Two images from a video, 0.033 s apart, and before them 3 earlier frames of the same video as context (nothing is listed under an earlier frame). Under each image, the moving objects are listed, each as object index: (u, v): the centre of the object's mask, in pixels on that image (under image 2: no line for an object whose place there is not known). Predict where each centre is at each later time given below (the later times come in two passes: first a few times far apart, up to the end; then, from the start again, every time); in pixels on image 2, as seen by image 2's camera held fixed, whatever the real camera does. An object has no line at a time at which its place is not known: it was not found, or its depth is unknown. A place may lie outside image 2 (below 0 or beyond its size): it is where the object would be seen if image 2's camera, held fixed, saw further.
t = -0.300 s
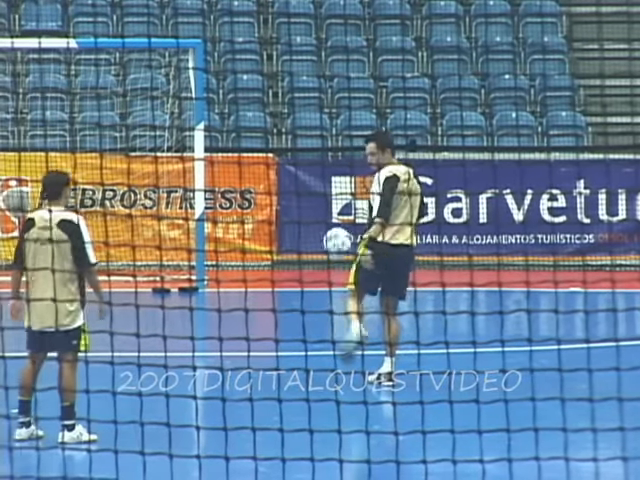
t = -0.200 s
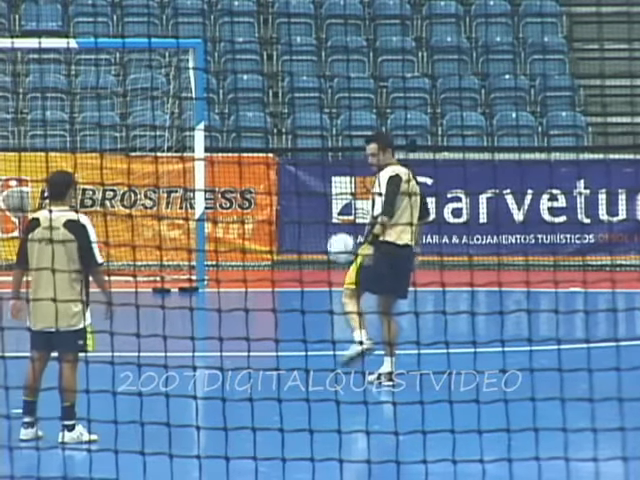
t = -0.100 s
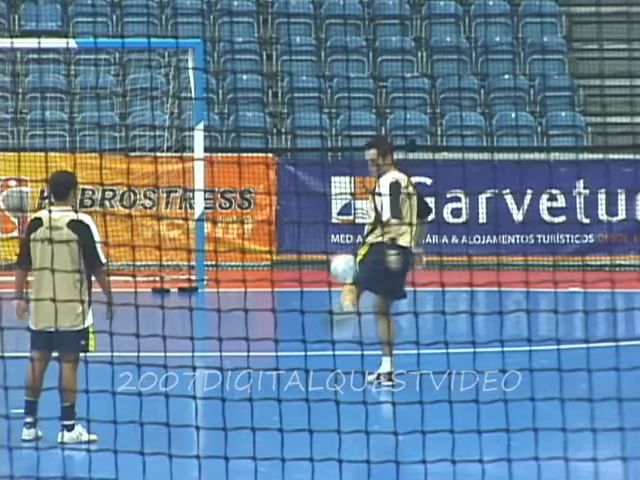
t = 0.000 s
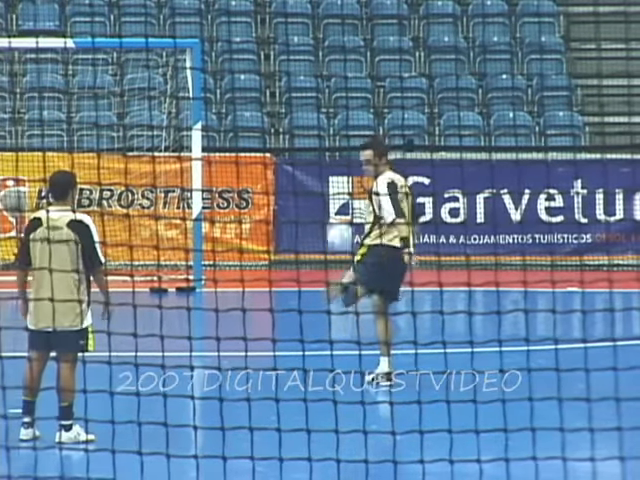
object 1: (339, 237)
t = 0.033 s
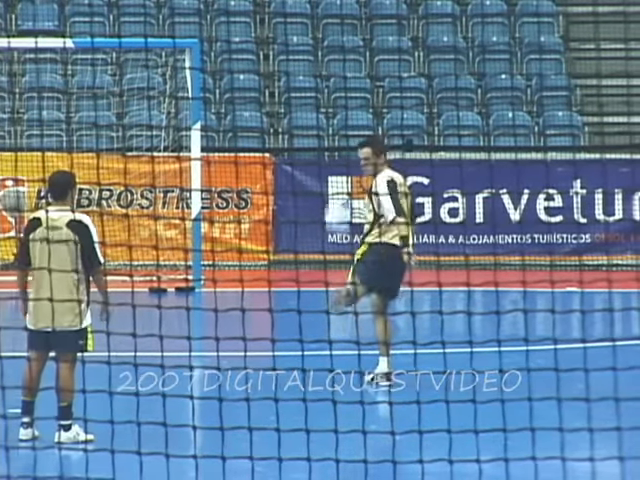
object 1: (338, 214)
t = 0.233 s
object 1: (331, 148)
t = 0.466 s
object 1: (323, 134)
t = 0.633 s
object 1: (316, 172)
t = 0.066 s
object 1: (337, 204)
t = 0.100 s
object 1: (334, 184)
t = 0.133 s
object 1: (334, 176)
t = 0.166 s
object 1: (333, 163)
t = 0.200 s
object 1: (332, 153)
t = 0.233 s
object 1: (331, 148)
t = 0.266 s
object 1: (330, 142)
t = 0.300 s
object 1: (329, 136)
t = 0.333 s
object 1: (328, 133)
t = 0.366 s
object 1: (326, 131)
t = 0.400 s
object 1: (325, 130)
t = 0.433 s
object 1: (324, 131)
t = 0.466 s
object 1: (323, 134)
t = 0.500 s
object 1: (321, 138)
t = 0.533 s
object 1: (319, 144)
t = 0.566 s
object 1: (318, 151)
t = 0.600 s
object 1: (317, 160)
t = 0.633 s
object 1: (316, 172)
